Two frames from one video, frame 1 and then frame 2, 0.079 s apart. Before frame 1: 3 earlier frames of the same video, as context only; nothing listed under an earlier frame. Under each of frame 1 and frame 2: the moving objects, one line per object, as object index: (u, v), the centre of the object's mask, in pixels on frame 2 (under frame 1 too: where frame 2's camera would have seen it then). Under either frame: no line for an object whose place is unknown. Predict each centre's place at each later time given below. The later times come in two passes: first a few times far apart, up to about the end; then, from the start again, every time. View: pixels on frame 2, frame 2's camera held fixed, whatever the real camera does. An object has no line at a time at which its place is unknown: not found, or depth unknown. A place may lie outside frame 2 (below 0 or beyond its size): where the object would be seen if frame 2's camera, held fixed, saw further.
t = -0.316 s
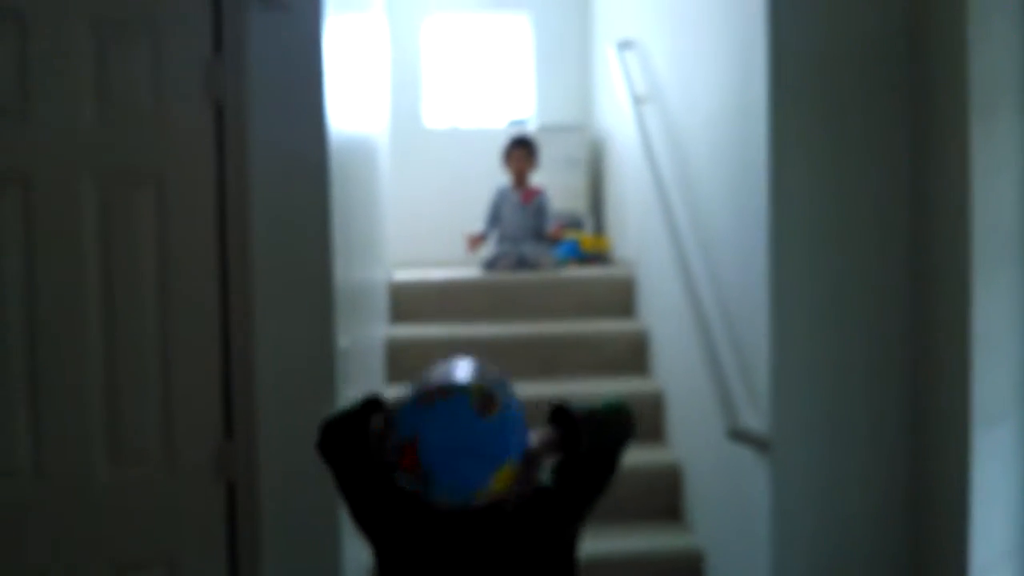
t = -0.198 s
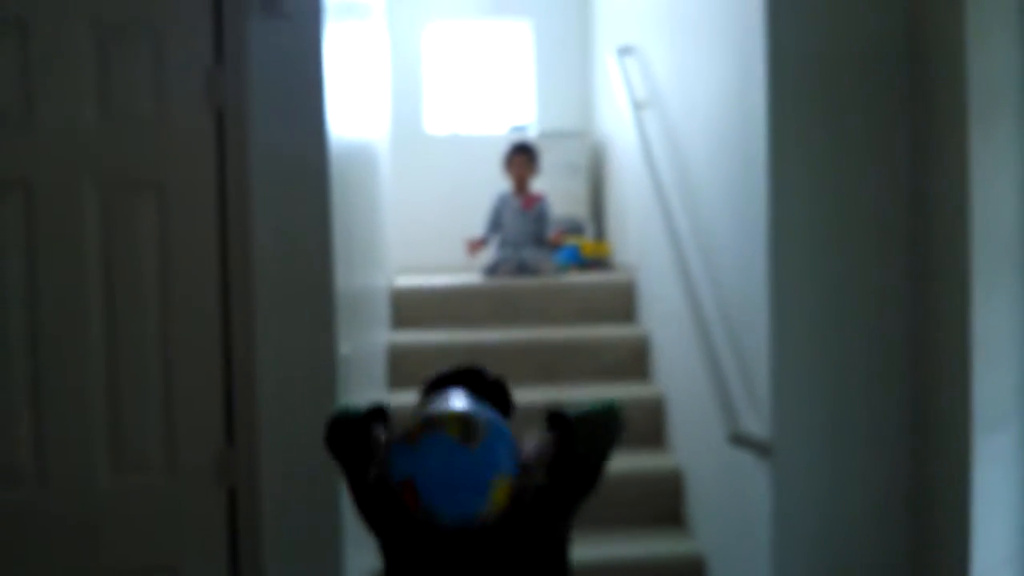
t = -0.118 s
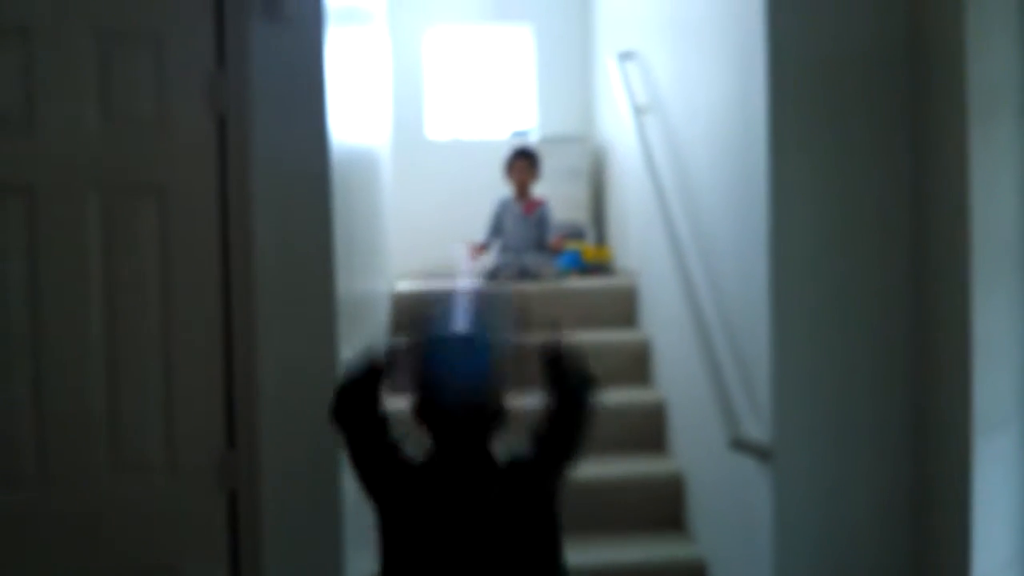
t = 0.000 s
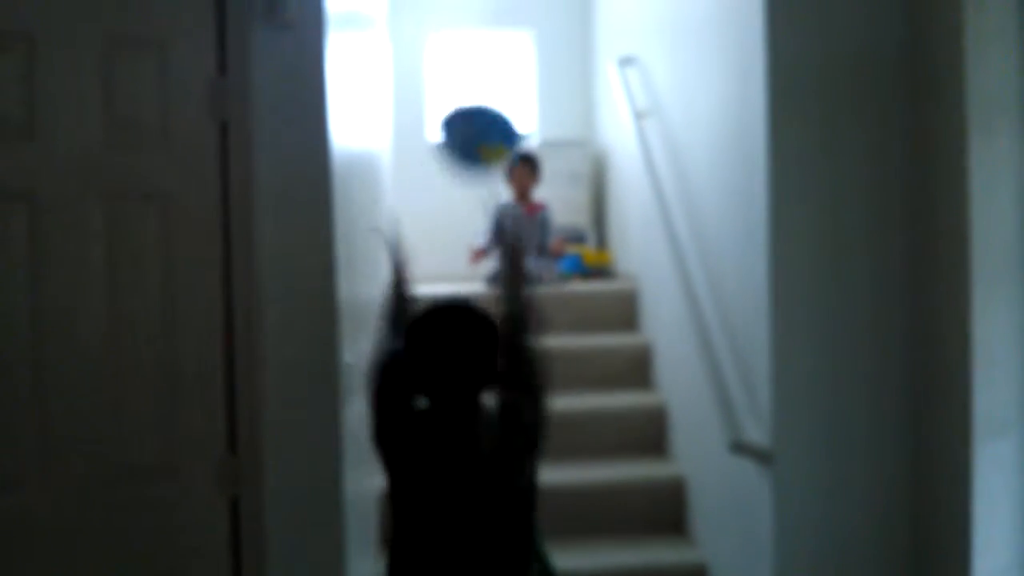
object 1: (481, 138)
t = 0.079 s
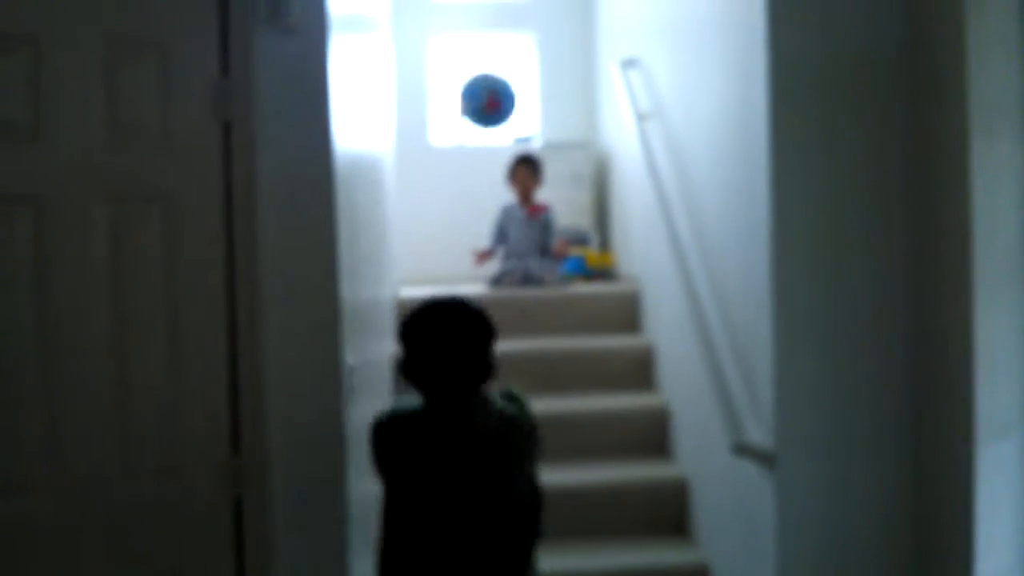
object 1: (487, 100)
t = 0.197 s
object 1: (494, 104)
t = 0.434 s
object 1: (505, 159)
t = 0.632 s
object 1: (477, 191)
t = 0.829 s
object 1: (405, 214)
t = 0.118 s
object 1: (489, 97)
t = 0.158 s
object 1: (492, 99)
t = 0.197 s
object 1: (494, 104)
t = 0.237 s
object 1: (497, 111)
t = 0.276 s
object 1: (501, 125)
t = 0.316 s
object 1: (504, 137)
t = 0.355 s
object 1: (507, 148)
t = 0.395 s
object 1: (505, 160)
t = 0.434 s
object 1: (505, 159)
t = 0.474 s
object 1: (504, 163)
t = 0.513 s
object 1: (502, 174)
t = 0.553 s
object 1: (497, 186)
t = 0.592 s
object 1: (491, 194)
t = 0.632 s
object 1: (477, 191)
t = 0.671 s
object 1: (462, 189)
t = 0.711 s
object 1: (444, 192)
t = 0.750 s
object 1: (429, 196)
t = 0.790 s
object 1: (414, 205)
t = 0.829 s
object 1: (405, 214)
